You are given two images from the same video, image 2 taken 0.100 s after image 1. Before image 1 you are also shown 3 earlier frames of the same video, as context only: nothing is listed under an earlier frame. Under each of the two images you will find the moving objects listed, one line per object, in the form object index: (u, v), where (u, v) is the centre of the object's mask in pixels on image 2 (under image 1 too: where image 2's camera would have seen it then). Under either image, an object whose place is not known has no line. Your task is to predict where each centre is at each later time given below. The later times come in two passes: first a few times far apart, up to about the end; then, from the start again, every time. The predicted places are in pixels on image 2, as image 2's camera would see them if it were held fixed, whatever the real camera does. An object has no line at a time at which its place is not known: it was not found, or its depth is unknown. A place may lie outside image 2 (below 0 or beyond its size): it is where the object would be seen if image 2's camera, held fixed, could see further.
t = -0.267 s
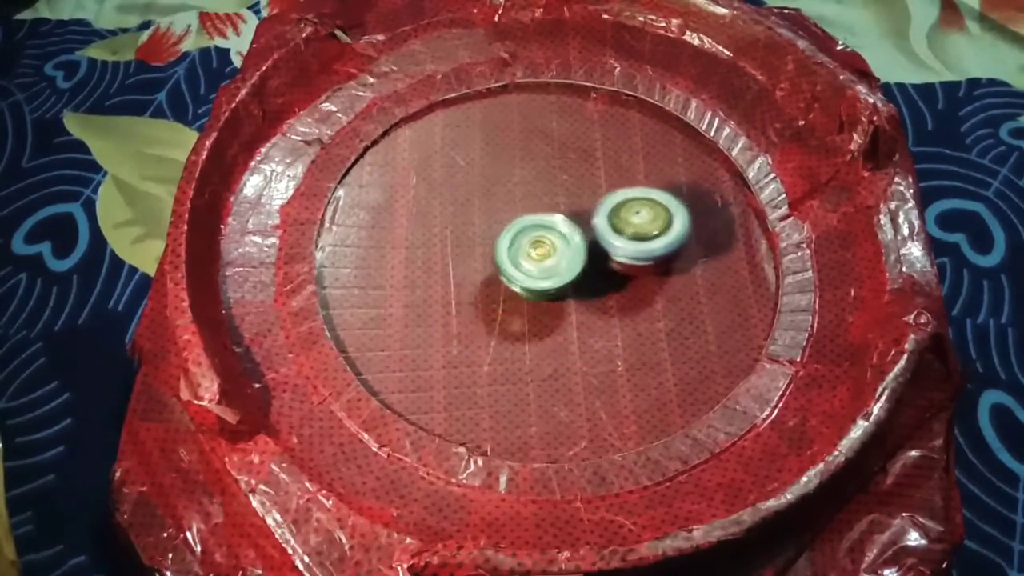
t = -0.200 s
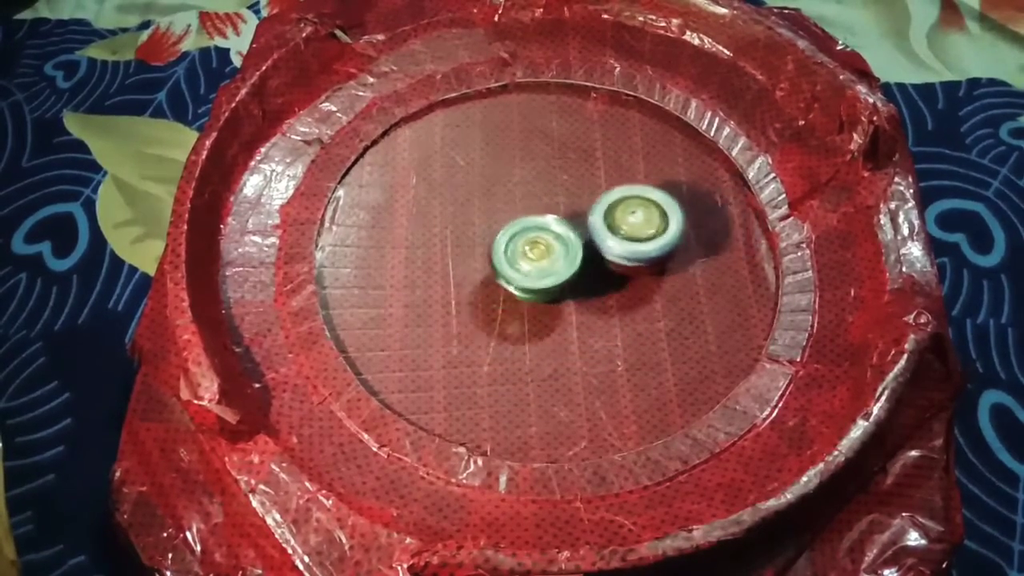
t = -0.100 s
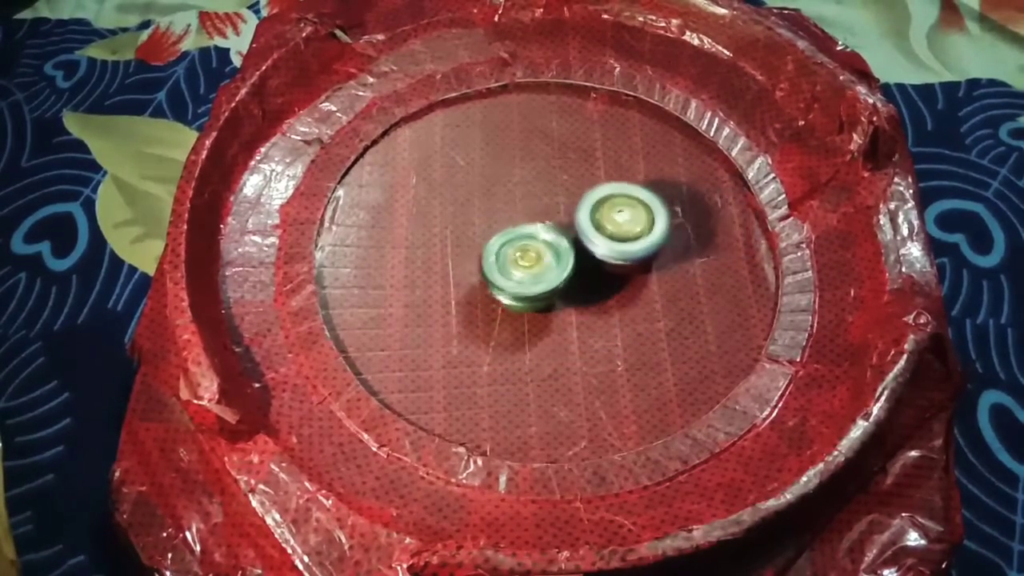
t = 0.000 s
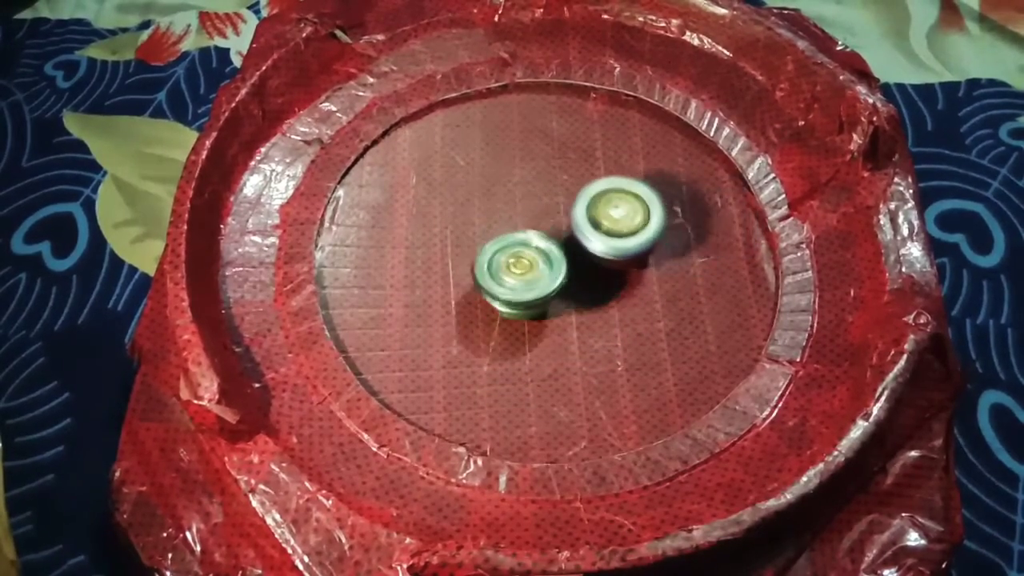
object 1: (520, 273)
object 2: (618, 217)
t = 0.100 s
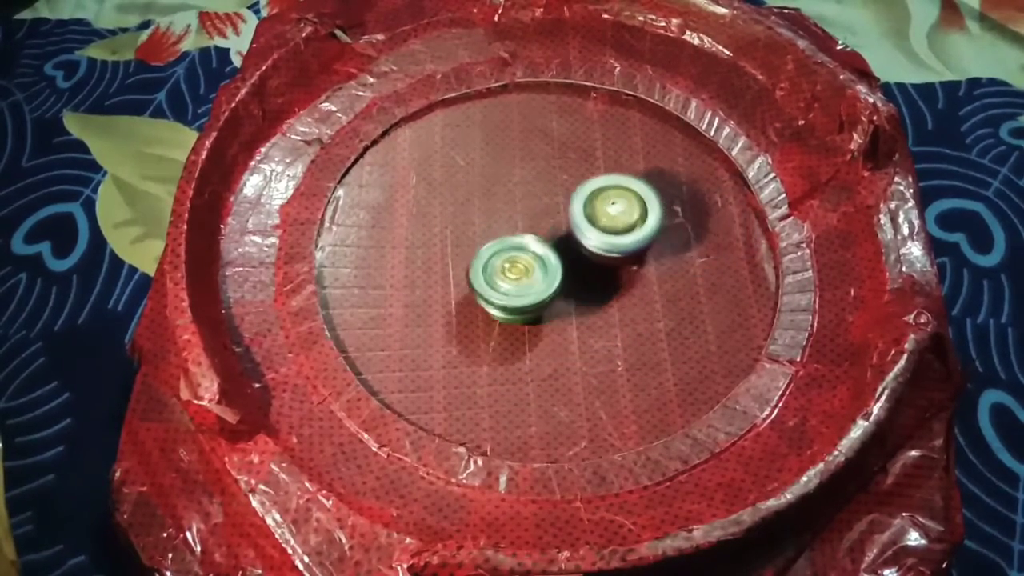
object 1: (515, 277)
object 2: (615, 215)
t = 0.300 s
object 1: (514, 280)
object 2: (606, 212)
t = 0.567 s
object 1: (520, 277)
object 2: (596, 216)
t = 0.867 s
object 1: (536, 287)
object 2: (597, 219)
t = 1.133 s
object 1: (536, 294)
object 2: (604, 216)
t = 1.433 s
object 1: (519, 300)
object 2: (619, 214)
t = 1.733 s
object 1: (509, 292)
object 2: (620, 223)
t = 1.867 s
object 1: (525, 277)
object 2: (614, 234)
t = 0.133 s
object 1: (514, 278)
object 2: (613, 213)
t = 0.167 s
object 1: (513, 279)
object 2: (612, 213)
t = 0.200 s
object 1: (513, 280)
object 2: (610, 213)
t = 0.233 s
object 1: (513, 280)
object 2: (609, 212)
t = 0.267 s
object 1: (514, 280)
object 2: (609, 213)
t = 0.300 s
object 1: (514, 280)
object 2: (606, 212)
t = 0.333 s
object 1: (515, 279)
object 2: (604, 211)
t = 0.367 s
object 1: (516, 279)
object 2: (604, 212)
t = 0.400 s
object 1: (517, 278)
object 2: (603, 212)
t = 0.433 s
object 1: (517, 278)
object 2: (602, 212)
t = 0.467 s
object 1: (517, 278)
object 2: (600, 213)
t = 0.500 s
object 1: (517, 278)
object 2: (599, 214)
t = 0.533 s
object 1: (519, 277)
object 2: (598, 215)
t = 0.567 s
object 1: (520, 277)
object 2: (596, 216)
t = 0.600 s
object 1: (522, 277)
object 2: (595, 217)
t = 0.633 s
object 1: (521, 279)
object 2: (597, 216)
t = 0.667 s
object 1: (518, 283)
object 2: (600, 217)
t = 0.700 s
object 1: (520, 285)
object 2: (598, 217)
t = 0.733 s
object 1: (523, 287)
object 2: (598, 217)
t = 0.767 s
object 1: (526, 288)
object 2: (598, 217)
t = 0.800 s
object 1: (529, 288)
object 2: (598, 218)
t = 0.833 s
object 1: (532, 288)
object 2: (598, 218)
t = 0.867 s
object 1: (536, 287)
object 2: (597, 219)
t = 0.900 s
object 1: (534, 289)
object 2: (602, 217)
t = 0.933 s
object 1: (534, 293)
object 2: (605, 216)
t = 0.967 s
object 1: (533, 296)
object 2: (604, 217)
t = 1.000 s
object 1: (534, 297)
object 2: (604, 216)
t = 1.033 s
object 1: (534, 297)
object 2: (605, 216)
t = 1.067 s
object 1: (534, 296)
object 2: (604, 216)
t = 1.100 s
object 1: (535, 296)
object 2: (604, 216)
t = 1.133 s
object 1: (536, 294)
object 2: (604, 216)
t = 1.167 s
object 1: (537, 293)
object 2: (603, 216)
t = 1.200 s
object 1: (537, 292)
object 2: (604, 217)
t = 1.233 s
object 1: (536, 290)
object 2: (603, 217)
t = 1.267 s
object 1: (539, 289)
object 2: (603, 219)
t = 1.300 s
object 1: (538, 288)
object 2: (604, 220)
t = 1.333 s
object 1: (528, 294)
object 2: (614, 215)
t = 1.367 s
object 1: (523, 298)
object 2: (619, 215)
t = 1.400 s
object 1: (521, 300)
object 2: (619, 215)
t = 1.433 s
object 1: (519, 300)
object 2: (619, 214)
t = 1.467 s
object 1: (517, 299)
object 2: (620, 215)
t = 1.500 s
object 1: (514, 297)
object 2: (619, 214)
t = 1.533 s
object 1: (511, 296)
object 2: (620, 215)
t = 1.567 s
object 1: (508, 295)
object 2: (621, 216)
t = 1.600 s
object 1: (504, 294)
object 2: (621, 217)
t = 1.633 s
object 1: (504, 294)
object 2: (622, 218)
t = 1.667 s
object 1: (504, 293)
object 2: (620, 220)
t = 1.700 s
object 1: (506, 294)
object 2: (620, 222)
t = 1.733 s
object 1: (509, 292)
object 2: (620, 223)
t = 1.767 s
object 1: (515, 289)
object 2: (618, 228)
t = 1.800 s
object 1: (519, 285)
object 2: (615, 229)
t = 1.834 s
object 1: (523, 281)
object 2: (614, 231)
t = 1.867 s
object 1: (525, 277)
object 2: (614, 234)
